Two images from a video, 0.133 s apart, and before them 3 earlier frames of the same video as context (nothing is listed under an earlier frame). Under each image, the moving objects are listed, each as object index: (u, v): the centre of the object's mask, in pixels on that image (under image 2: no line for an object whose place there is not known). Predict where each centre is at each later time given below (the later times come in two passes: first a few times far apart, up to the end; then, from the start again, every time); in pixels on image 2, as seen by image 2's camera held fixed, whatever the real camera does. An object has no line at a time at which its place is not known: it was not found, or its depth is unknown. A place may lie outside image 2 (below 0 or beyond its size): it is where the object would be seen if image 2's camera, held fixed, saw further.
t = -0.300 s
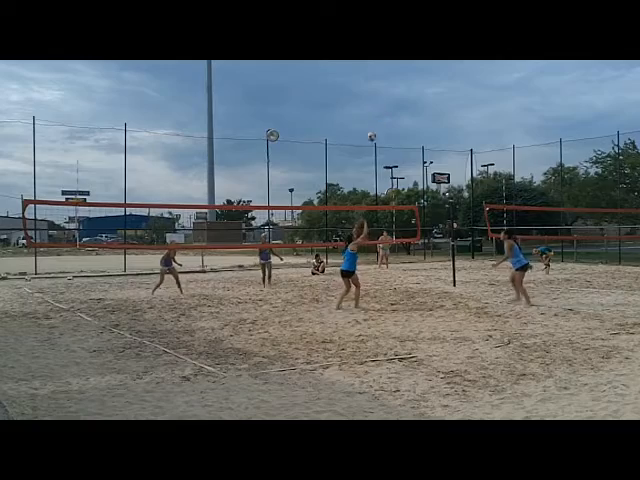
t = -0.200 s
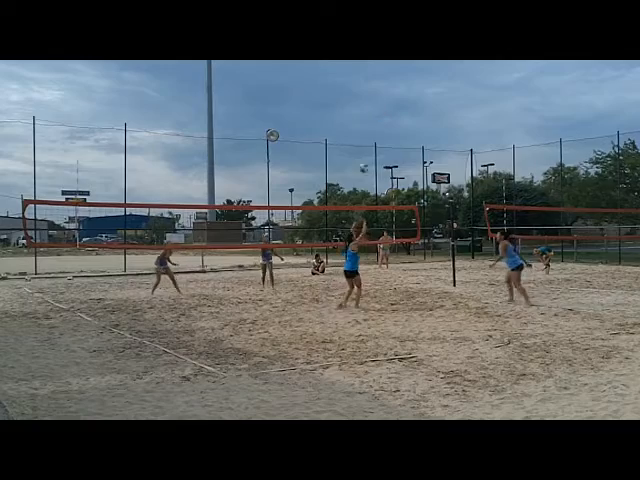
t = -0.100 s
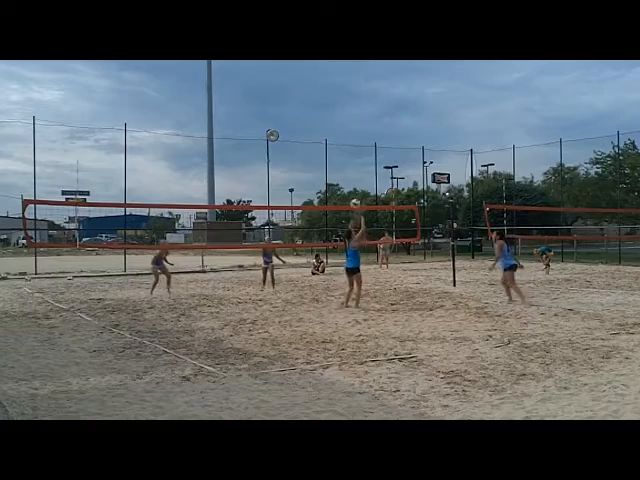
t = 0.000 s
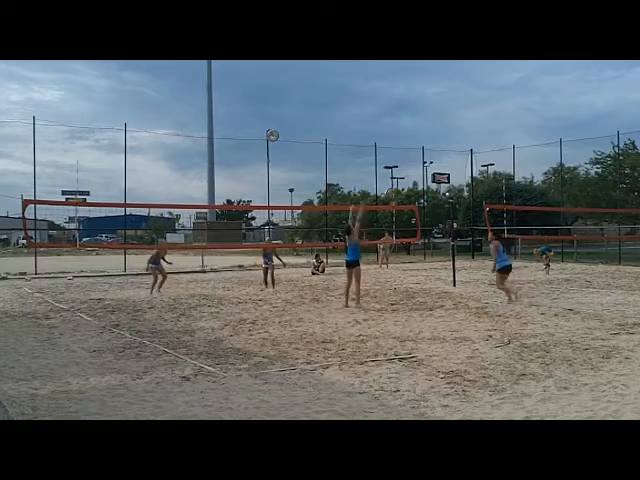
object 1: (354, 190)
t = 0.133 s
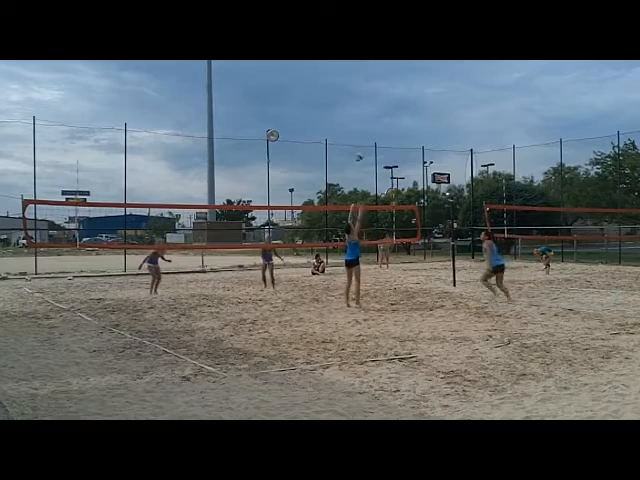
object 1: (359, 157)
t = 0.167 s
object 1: (360, 149)
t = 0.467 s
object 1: (365, 104)
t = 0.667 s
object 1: (368, 98)
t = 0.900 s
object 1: (371, 111)
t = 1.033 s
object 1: (371, 128)
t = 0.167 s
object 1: (360, 149)
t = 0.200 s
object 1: (360, 143)
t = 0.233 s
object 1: (361, 136)
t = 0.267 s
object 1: (361, 130)
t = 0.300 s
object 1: (362, 124)
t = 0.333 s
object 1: (363, 119)
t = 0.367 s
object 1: (363, 115)
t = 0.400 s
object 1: (364, 110)
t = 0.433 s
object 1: (365, 107)
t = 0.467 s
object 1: (365, 104)
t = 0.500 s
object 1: (365, 101)
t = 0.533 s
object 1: (366, 100)
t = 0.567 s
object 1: (367, 99)
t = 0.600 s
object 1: (367, 98)
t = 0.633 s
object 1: (367, 98)
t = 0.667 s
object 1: (368, 98)
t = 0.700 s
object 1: (368, 98)
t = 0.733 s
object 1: (369, 99)
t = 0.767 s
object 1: (370, 100)
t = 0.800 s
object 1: (371, 102)
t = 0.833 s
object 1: (371, 105)
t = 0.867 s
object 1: (371, 108)
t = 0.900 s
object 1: (371, 111)
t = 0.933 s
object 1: (371, 115)
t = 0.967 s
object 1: (372, 118)
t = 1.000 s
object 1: (372, 123)
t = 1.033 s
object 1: (371, 128)
